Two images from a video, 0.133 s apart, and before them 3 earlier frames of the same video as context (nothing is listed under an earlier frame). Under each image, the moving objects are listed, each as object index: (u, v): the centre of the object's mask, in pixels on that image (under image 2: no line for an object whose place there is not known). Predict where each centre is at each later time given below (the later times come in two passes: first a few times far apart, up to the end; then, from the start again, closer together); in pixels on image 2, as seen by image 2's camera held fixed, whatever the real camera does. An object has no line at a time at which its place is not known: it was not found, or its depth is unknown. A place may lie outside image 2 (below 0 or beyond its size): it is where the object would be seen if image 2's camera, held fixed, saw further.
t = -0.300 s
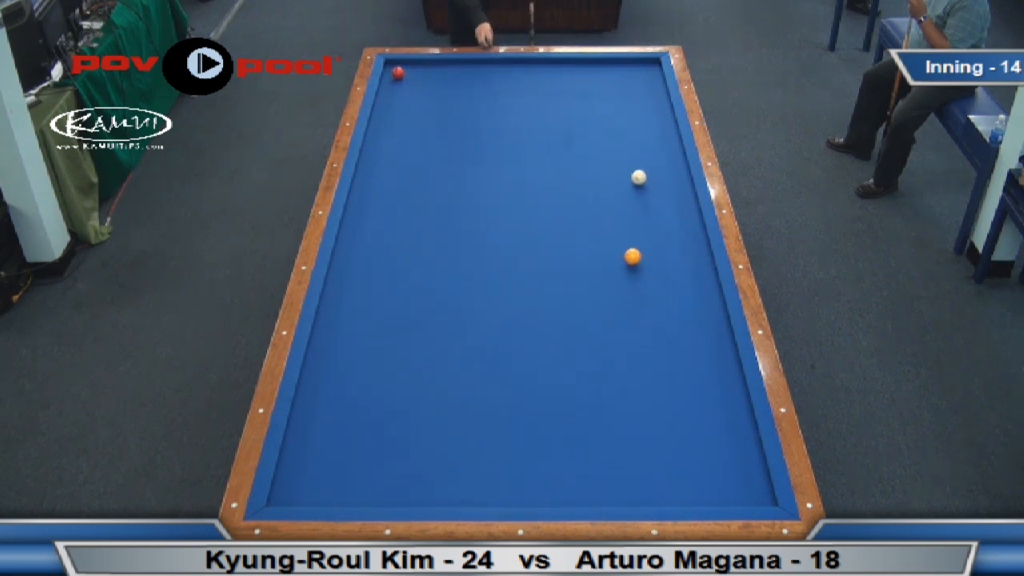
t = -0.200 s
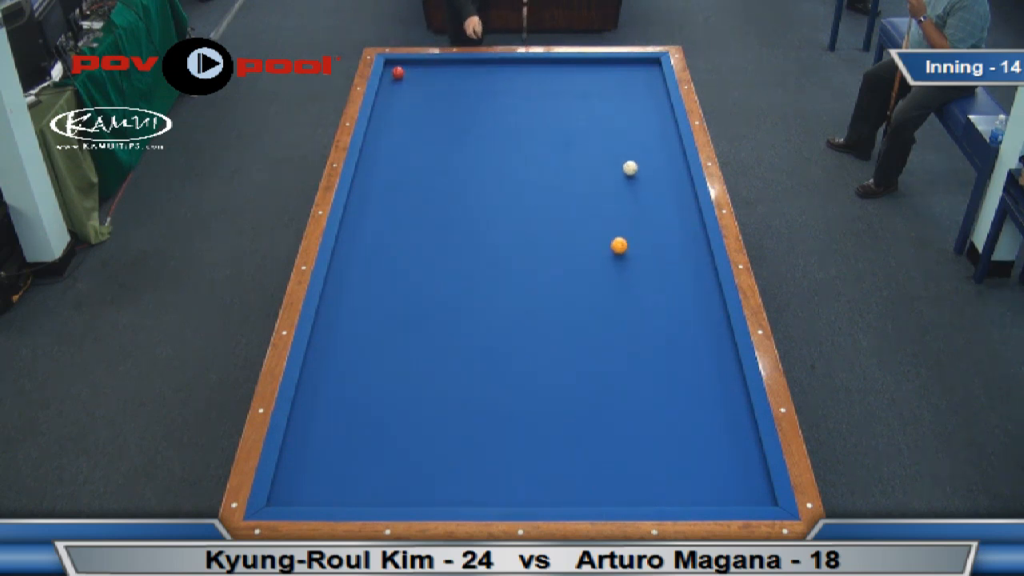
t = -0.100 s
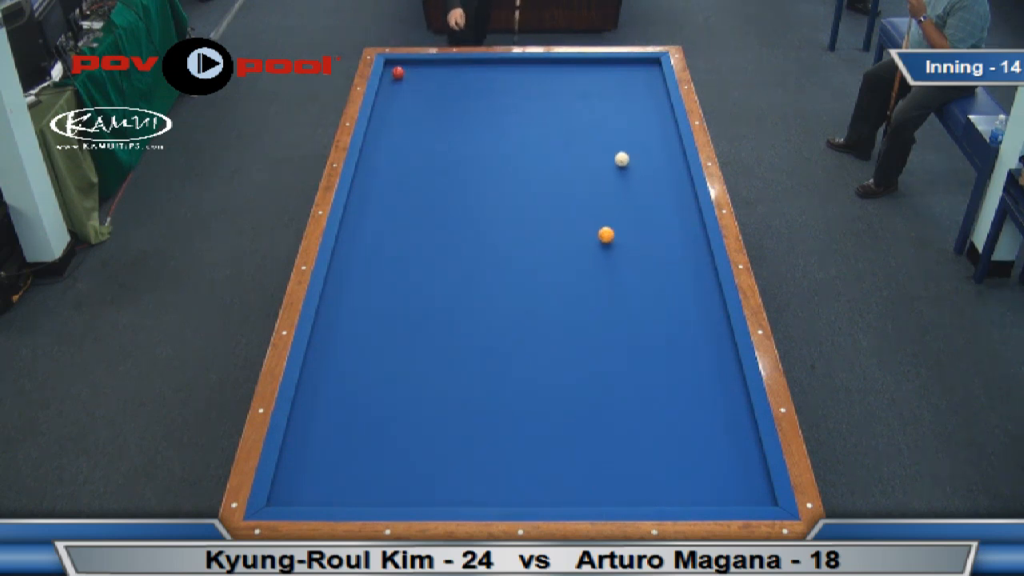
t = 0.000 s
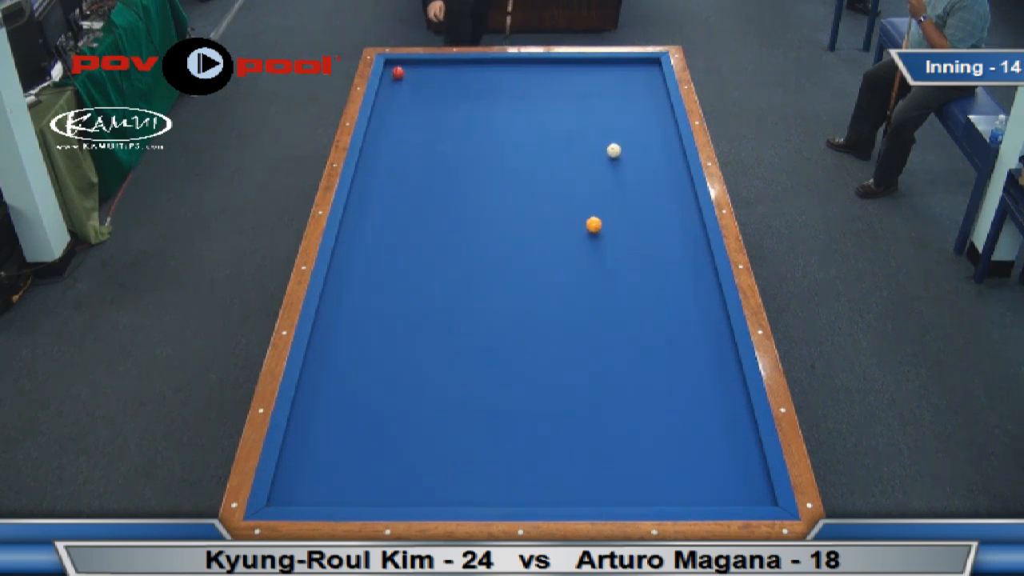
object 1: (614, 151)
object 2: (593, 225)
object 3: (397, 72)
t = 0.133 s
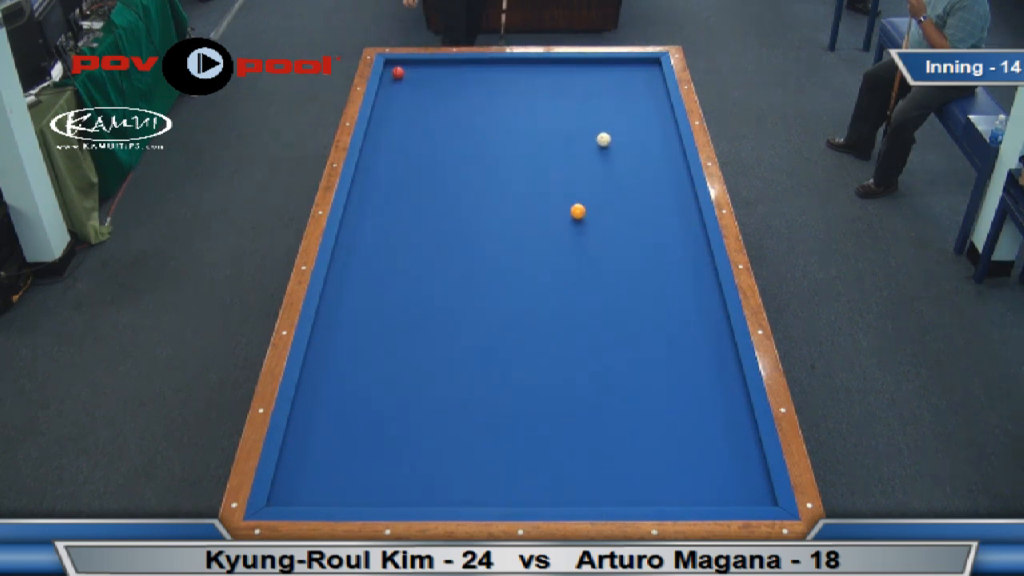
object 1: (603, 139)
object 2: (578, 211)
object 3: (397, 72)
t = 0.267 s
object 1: (593, 129)
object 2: (562, 199)
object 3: (397, 72)
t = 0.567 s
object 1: (573, 107)
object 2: (531, 173)
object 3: (397, 72)
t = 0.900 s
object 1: (553, 85)
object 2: (500, 147)
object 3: (397, 72)
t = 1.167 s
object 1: (538, 69)
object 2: (477, 128)
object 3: (398, 73)
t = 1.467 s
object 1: (520, 67)
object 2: (453, 109)
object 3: (398, 73)
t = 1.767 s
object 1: (500, 77)
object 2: (433, 91)
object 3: (398, 73)
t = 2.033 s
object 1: (482, 86)
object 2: (415, 77)
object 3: (398, 73)
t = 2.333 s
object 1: (462, 96)
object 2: (405, 62)
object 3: (390, 73)
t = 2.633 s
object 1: (442, 106)
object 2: (395, 68)
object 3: (386, 76)
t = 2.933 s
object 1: (422, 117)
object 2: (393, 70)
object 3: (387, 81)
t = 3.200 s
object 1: (404, 126)
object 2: (392, 70)
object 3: (388, 85)
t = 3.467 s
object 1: (386, 135)
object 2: (392, 71)
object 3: (389, 89)
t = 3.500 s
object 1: (384, 136)
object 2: (392, 71)
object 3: (388, 90)
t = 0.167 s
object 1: (601, 137)
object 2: (574, 208)
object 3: (397, 72)
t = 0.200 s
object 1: (598, 134)
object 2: (570, 205)
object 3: (397, 72)
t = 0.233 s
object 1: (596, 132)
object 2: (566, 202)
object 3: (397, 72)
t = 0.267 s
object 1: (593, 129)
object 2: (562, 199)
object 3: (397, 72)
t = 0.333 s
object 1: (589, 124)
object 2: (555, 193)
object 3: (397, 72)
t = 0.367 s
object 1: (586, 121)
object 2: (551, 190)
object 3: (397, 72)
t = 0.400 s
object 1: (584, 119)
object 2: (548, 187)
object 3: (397, 72)
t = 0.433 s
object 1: (582, 116)
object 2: (545, 184)
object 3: (397, 72)
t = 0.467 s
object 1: (580, 114)
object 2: (541, 182)
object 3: (397, 72)
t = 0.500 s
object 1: (577, 111)
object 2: (538, 179)
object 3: (397, 72)
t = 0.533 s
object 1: (575, 109)
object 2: (534, 176)
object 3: (397, 72)
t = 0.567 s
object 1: (573, 107)
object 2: (531, 173)
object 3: (397, 72)
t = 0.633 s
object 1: (569, 102)
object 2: (525, 168)
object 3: (397, 72)
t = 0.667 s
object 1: (567, 100)
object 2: (521, 165)
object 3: (397, 72)
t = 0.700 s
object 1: (565, 98)
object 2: (518, 162)
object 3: (397, 72)
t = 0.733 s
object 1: (563, 95)
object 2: (515, 160)
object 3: (397, 72)
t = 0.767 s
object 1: (561, 93)
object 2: (512, 157)
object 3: (397, 72)
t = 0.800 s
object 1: (559, 91)
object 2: (509, 155)
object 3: (397, 72)
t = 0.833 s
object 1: (556, 89)
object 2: (506, 152)
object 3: (397, 72)
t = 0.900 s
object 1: (553, 85)
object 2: (500, 147)
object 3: (397, 72)
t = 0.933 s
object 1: (551, 83)
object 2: (497, 145)
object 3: (397, 72)
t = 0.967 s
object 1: (549, 81)
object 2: (494, 142)
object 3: (397, 72)
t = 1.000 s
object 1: (547, 79)
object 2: (491, 140)
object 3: (397, 72)
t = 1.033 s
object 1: (545, 77)
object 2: (488, 138)
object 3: (397, 72)
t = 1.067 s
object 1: (543, 75)
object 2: (485, 135)
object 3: (397, 72)
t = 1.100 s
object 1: (541, 73)
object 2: (482, 133)
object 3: (397, 72)
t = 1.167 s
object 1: (538, 69)
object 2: (477, 128)
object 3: (398, 73)
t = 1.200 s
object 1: (536, 67)
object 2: (474, 126)
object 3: (398, 73)
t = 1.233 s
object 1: (534, 65)
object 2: (471, 124)
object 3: (398, 73)
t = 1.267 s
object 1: (532, 63)
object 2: (469, 122)
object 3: (398, 73)
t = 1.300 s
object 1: (531, 61)
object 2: (466, 119)
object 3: (398, 72)
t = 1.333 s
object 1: (528, 62)
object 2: (464, 117)
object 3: (398, 73)
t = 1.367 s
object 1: (526, 64)
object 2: (461, 115)
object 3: (398, 73)
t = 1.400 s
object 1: (524, 65)
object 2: (459, 113)
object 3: (398, 73)
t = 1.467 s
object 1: (520, 67)
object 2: (453, 109)
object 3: (398, 73)
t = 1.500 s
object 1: (517, 68)
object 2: (451, 107)
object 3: (398, 73)
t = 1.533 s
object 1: (515, 69)
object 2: (448, 105)
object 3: (398, 73)
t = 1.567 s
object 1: (513, 71)
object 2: (446, 103)
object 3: (398, 73)
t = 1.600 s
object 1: (511, 72)
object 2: (444, 101)
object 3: (398, 73)
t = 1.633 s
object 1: (509, 73)
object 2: (442, 99)
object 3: (398, 73)
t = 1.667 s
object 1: (507, 73)
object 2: (439, 97)
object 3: (398, 73)
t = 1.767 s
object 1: (500, 77)
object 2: (433, 91)
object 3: (398, 73)
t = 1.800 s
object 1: (497, 78)
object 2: (430, 89)
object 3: (398, 73)
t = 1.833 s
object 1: (495, 79)
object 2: (428, 88)
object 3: (398, 73)
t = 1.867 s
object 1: (493, 81)
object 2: (426, 86)
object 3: (398, 73)
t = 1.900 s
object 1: (491, 82)
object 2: (424, 84)
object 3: (398, 73)
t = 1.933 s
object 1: (489, 83)
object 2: (421, 82)
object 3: (398, 73)
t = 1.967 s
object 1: (487, 84)
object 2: (419, 80)
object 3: (398, 73)
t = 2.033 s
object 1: (482, 86)
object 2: (415, 77)
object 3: (398, 73)
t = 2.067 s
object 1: (480, 87)
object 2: (413, 75)
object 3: (398, 73)
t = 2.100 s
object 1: (477, 88)
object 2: (411, 73)
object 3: (398, 73)
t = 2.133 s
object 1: (475, 90)
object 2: (410, 71)
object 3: (397, 73)
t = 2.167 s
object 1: (473, 91)
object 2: (409, 70)
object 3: (396, 73)
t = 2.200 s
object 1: (471, 92)
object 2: (408, 68)
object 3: (395, 73)
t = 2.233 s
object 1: (469, 93)
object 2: (408, 66)
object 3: (393, 73)
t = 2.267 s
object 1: (467, 94)
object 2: (407, 65)
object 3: (392, 73)
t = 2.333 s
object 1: (462, 96)
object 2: (405, 62)
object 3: (390, 73)
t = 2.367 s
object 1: (460, 97)
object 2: (403, 64)
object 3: (389, 73)
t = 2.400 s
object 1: (457, 98)
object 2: (402, 64)
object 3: (388, 73)
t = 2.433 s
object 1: (455, 100)
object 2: (400, 66)
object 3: (387, 73)
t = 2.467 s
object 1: (453, 101)
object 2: (399, 67)
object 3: (388, 73)
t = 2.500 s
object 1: (451, 102)
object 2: (397, 67)
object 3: (388, 73)
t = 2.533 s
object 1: (449, 103)
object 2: (396, 68)
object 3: (388, 73)
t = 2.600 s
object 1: (444, 105)
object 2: (396, 68)
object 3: (387, 75)
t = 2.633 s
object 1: (442, 106)
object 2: (395, 68)
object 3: (386, 76)
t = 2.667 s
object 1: (440, 107)
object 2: (395, 68)
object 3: (386, 76)
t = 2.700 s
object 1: (437, 109)
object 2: (395, 69)
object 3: (386, 77)
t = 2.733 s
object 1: (435, 110)
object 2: (395, 69)
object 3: (386, 77)
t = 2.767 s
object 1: (433, 111)
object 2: (394, 69)
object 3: (386, 78)
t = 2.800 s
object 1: (431, 112)
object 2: (394, 69)
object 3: (386, 78)
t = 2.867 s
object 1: (426, 115)
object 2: (394, 69)
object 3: (387, 80)
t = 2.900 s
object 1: (424, 116)
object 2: (393, 69)
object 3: (387, 80)
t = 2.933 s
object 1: (422, 117)
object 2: (393, 70)
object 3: (387, 81)
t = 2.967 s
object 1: (419, 118)
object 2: (393, 70)
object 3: (387, 82)
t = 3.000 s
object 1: (417, 119)
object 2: (393, 70)
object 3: (387, 82)
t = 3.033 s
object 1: (415, 120)
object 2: (393, 70)
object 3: (387, 83)
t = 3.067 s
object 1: (412, 121)
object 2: (393, 70)
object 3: (387, 83)
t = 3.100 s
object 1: (410, 123)
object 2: (392, 70)
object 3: (387, 84)
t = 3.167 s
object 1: (406, 125)
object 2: (392, 70)
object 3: (387, 85)
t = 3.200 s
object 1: (404, 126)
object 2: (392, 70)
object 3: (388, 85)
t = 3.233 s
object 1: (402, 127)
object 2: (392, 70)
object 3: (388, 86)
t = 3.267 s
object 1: (399, 128)
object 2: (392, 71)
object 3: (388, 86)
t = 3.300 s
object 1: (397, 129)
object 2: (392, 71)
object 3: (388, 87)
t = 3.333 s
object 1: (395, 130)
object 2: (392, 71)
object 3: (388, 88)
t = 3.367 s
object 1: (392, 131)
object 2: (392, 71)
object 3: (388, 88)
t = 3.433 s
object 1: (388, 134)
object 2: (392, 71)
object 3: (388, 89)
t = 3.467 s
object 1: (386, 135)
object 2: (392, 71)
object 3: (389, 89)
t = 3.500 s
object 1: (384, 136)
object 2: (392, 71)
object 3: (388, 90)
